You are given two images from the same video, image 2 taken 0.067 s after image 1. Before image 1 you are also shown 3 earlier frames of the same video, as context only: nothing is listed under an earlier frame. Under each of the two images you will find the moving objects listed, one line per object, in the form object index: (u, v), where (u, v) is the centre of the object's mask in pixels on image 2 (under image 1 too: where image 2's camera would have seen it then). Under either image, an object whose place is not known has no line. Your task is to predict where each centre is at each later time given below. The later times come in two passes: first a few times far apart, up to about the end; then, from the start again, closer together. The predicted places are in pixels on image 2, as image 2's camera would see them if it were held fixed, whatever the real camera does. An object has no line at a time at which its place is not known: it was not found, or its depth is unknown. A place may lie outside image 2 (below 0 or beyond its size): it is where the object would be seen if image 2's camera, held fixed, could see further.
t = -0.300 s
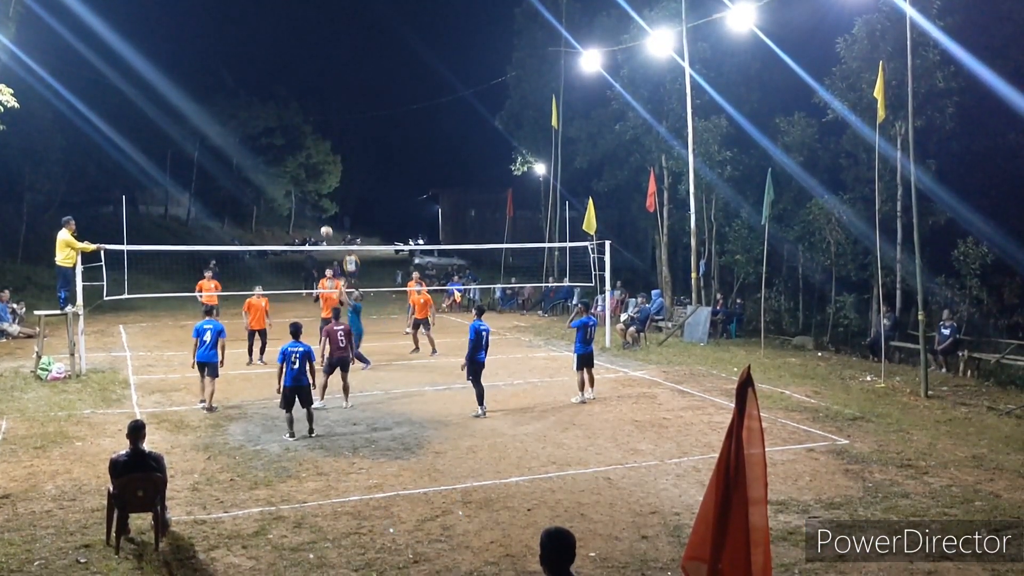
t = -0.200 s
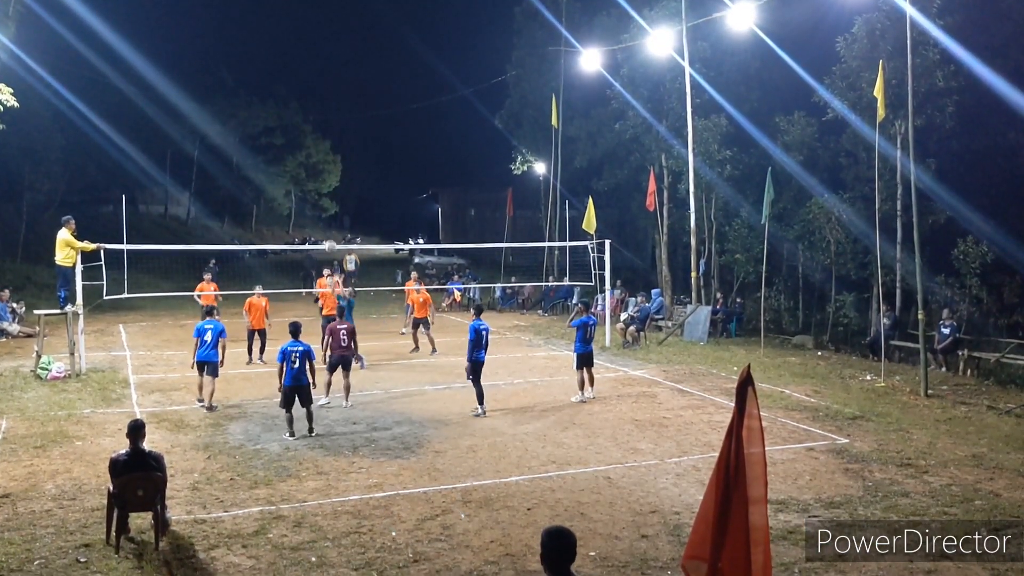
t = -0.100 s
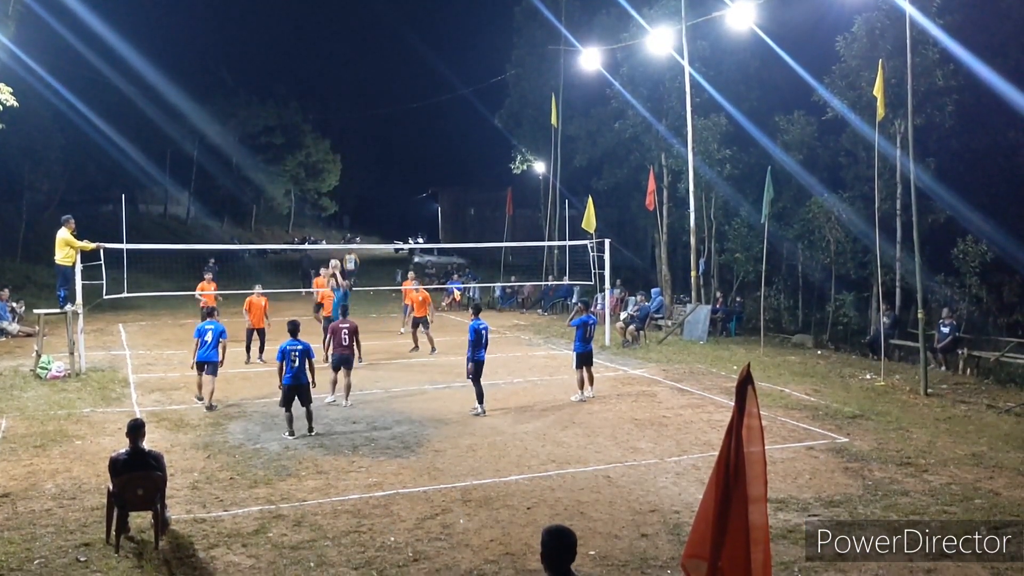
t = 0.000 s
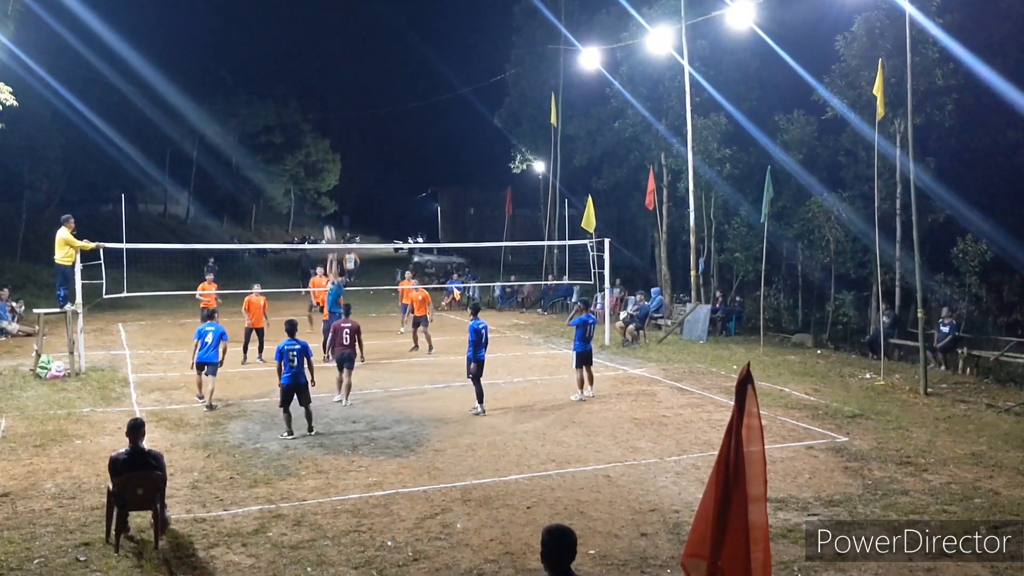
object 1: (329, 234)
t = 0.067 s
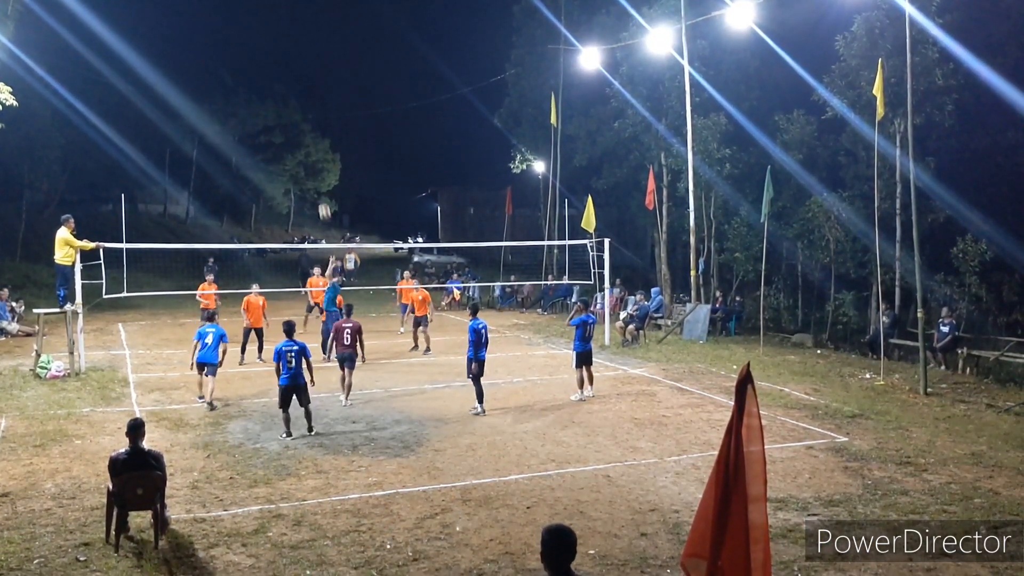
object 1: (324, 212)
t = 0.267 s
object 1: (310, 158)
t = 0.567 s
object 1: (290, 117)
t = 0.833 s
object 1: (272, 118)
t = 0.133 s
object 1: (319, 191)
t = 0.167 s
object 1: (317, 183)
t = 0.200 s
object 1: (314, 174)
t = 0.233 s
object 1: (312, 166)
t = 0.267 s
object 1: (310, 158)
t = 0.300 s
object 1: (308, 152)
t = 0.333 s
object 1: (305, 145)
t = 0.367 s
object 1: (303, 139)
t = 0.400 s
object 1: (301, 134)
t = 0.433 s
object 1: (298, 129)
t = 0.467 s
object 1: (296, 125)
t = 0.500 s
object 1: (294, 122)
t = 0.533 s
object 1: (292, 119)
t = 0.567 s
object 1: (290, 117)
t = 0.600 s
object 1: (288, 115)
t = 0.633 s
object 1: (285, 114)
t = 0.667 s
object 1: (283, 113)
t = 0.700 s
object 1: (281, 113)
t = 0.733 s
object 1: (279, 113)
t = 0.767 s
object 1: (277, 115)
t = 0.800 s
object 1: (274, 116)
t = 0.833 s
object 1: (272, 118)
